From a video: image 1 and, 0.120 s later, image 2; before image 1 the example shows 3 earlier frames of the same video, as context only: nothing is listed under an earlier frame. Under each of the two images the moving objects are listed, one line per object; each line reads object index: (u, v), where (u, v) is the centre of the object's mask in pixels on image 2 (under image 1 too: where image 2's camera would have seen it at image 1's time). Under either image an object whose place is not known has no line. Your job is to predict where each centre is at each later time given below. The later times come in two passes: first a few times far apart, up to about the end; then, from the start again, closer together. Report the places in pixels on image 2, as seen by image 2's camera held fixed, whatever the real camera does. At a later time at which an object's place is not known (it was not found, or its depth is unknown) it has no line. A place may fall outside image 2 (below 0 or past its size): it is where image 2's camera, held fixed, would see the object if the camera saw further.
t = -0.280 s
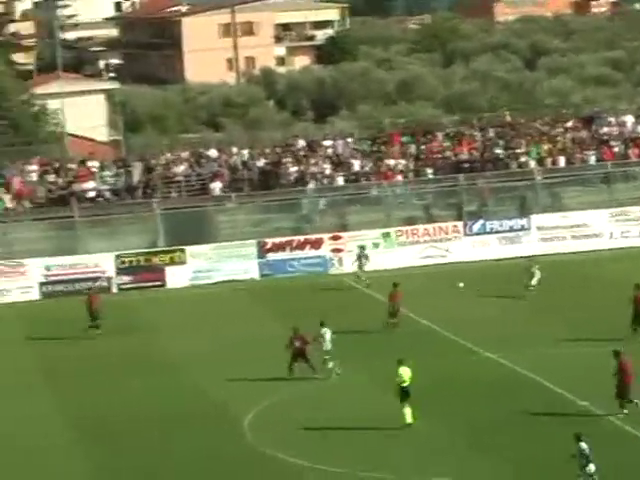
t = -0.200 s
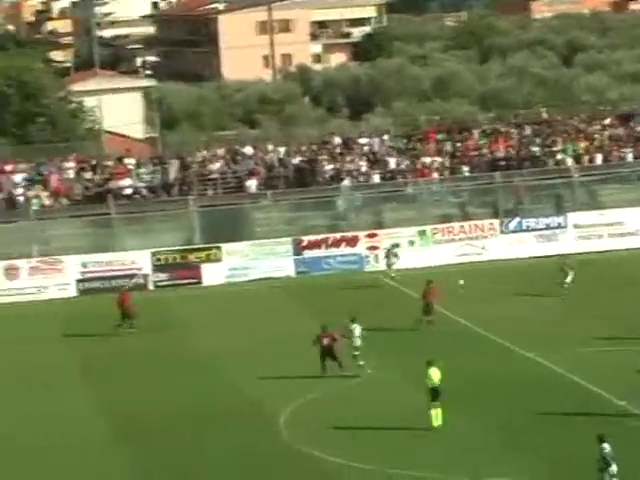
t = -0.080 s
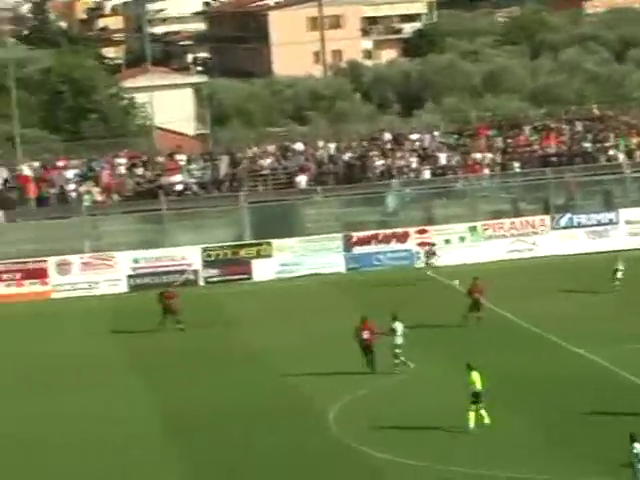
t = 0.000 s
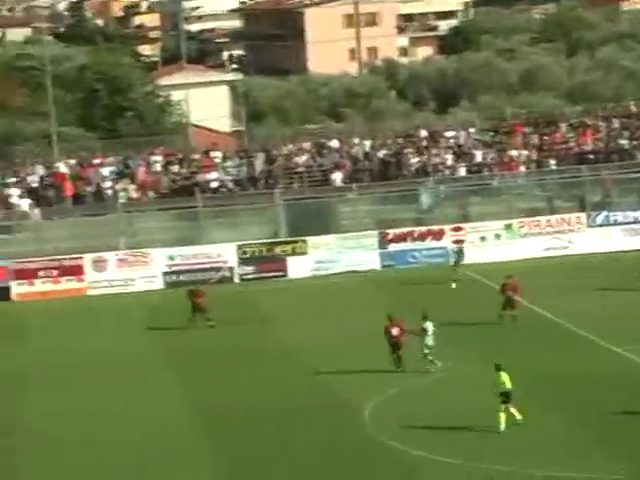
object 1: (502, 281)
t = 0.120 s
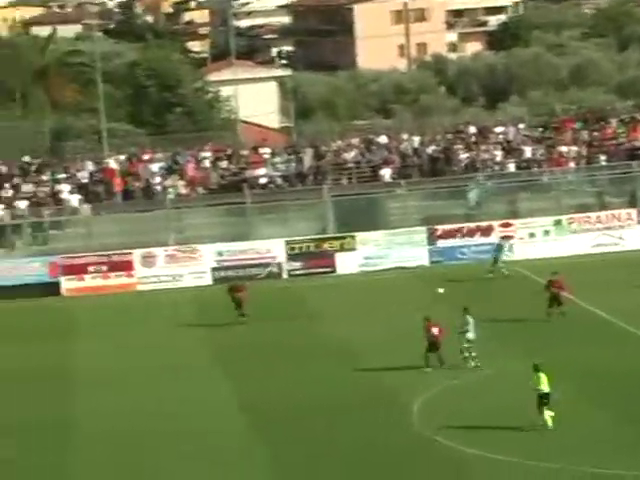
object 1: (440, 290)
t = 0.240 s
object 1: (377, 302)
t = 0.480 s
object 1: (243, 339)
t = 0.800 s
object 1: (42, 411)
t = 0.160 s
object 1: (419, 294)
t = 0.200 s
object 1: (399, 297)
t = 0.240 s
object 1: (377, 302)
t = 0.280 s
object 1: (356, 307)
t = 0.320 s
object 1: (333, 311)
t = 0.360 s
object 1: (311, 318)
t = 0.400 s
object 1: (289, 324)
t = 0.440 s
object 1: (266, 331)
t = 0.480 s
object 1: (243, 339)
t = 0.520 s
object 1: (219, 346)
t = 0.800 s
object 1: (42, 411)
